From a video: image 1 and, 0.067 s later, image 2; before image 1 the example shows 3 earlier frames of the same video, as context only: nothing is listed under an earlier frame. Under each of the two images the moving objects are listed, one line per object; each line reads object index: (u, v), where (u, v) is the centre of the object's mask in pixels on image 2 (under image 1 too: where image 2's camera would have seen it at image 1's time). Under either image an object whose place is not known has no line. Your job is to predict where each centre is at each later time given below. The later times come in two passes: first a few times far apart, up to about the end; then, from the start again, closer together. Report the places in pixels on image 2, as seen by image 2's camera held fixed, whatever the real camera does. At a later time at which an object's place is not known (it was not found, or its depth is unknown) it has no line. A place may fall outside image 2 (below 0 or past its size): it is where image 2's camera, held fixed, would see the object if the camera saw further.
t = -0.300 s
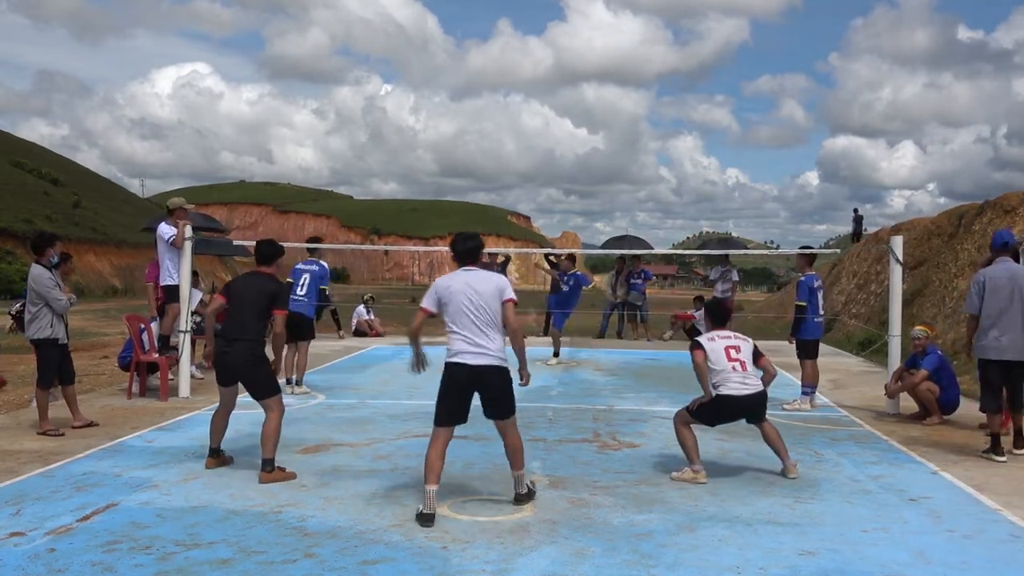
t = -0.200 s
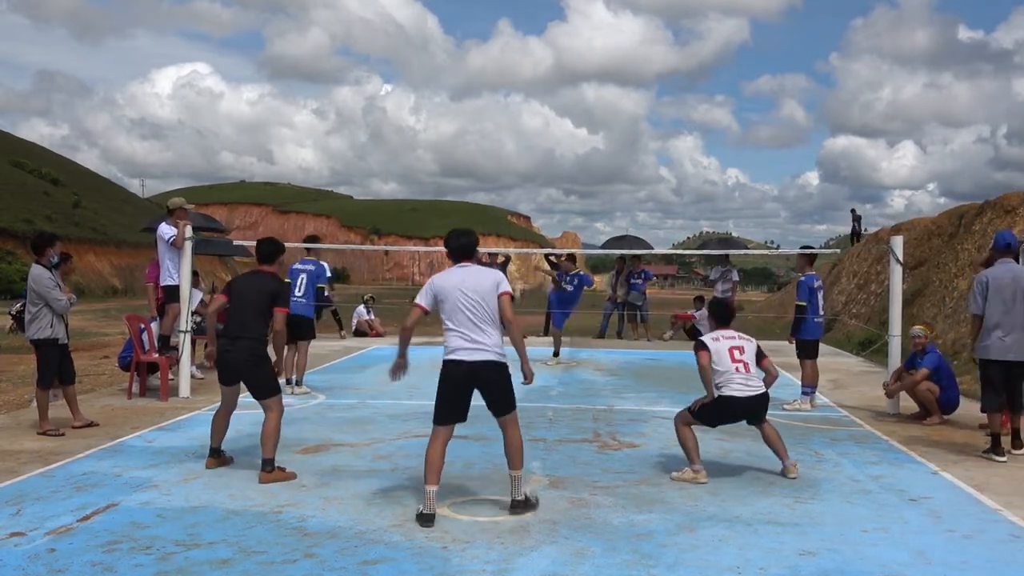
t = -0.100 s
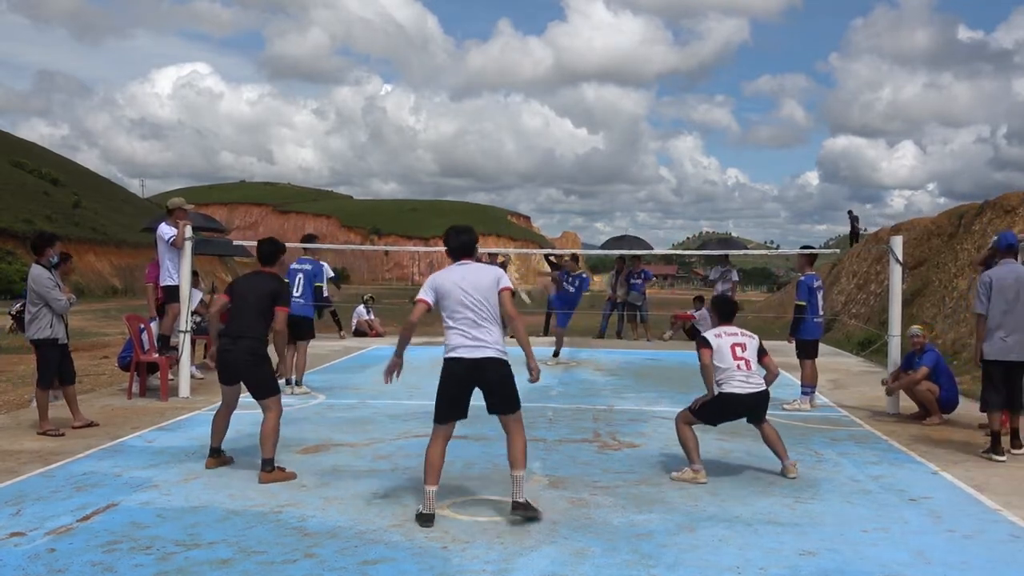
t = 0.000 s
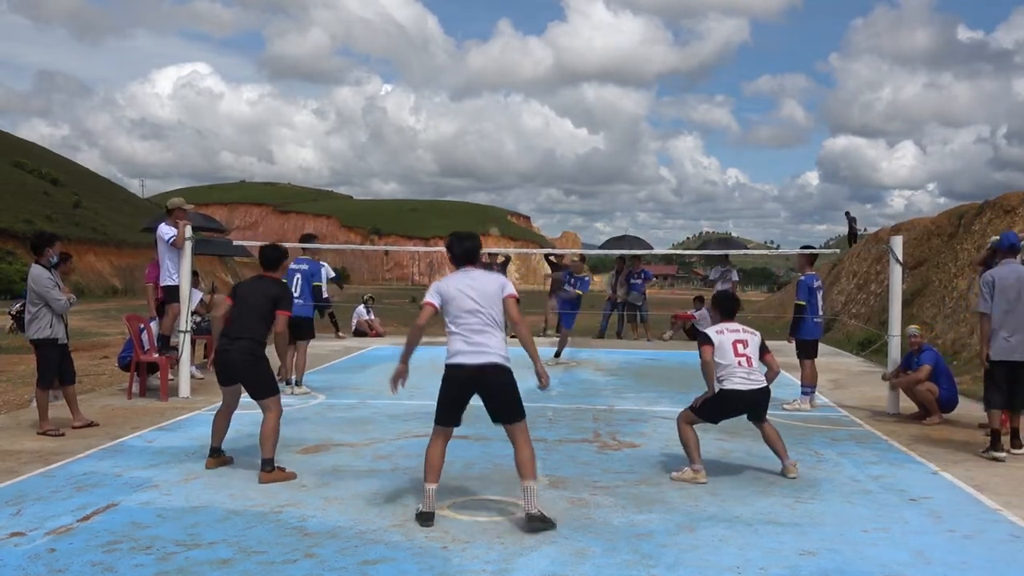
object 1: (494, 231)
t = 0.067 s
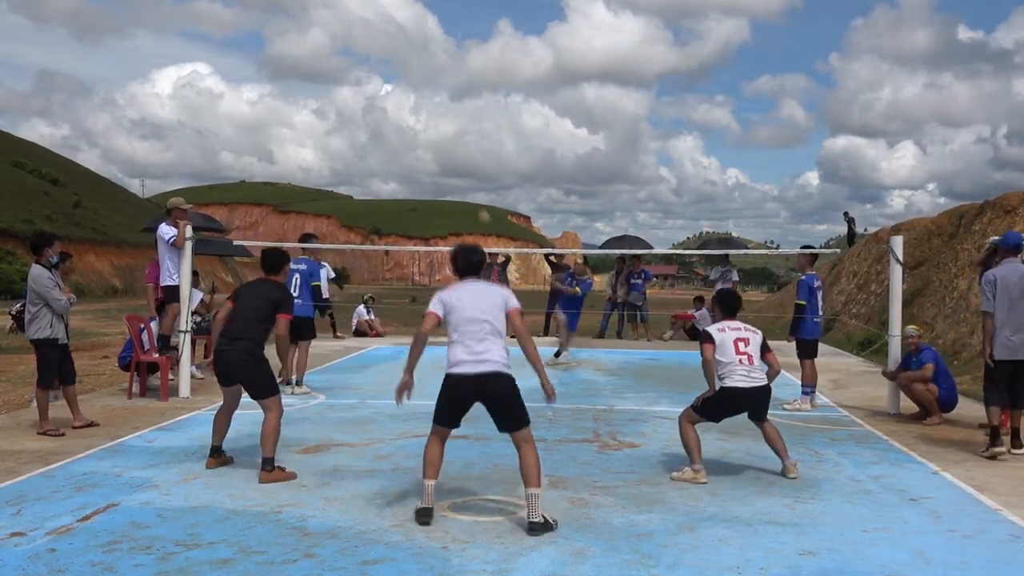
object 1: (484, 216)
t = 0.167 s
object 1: (466, 198)
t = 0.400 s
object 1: (415, 183)
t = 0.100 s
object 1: (479, 210)
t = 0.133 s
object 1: (473, 204)
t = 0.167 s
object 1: (466, 198)
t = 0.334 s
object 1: (431, 182)
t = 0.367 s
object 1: (422, 182)
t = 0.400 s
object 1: (415, 183)
